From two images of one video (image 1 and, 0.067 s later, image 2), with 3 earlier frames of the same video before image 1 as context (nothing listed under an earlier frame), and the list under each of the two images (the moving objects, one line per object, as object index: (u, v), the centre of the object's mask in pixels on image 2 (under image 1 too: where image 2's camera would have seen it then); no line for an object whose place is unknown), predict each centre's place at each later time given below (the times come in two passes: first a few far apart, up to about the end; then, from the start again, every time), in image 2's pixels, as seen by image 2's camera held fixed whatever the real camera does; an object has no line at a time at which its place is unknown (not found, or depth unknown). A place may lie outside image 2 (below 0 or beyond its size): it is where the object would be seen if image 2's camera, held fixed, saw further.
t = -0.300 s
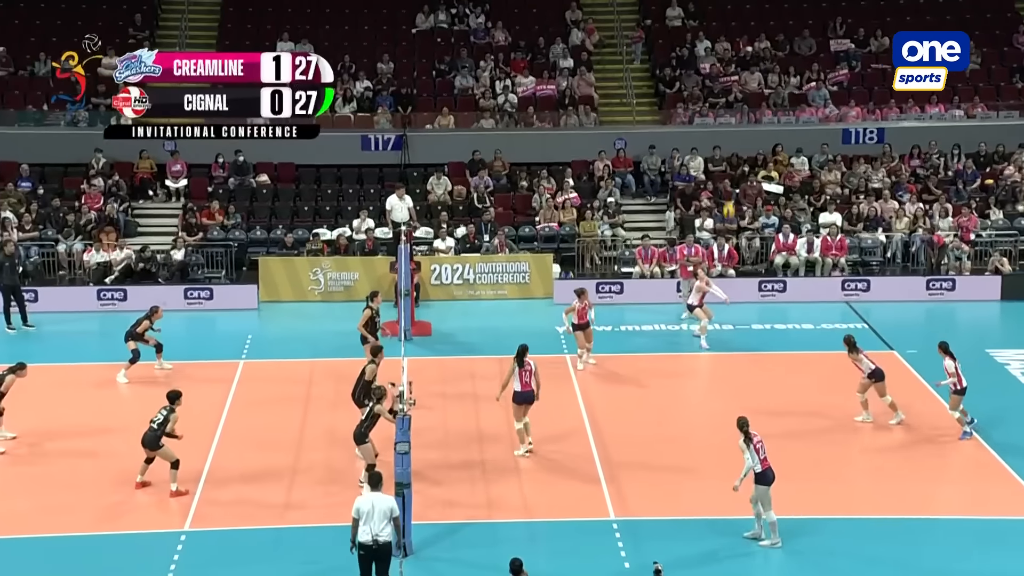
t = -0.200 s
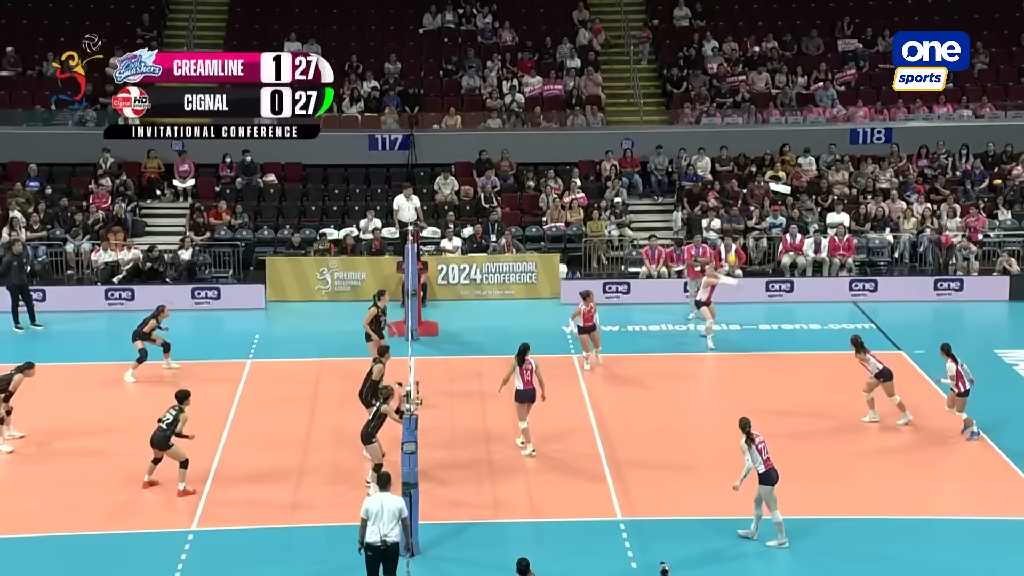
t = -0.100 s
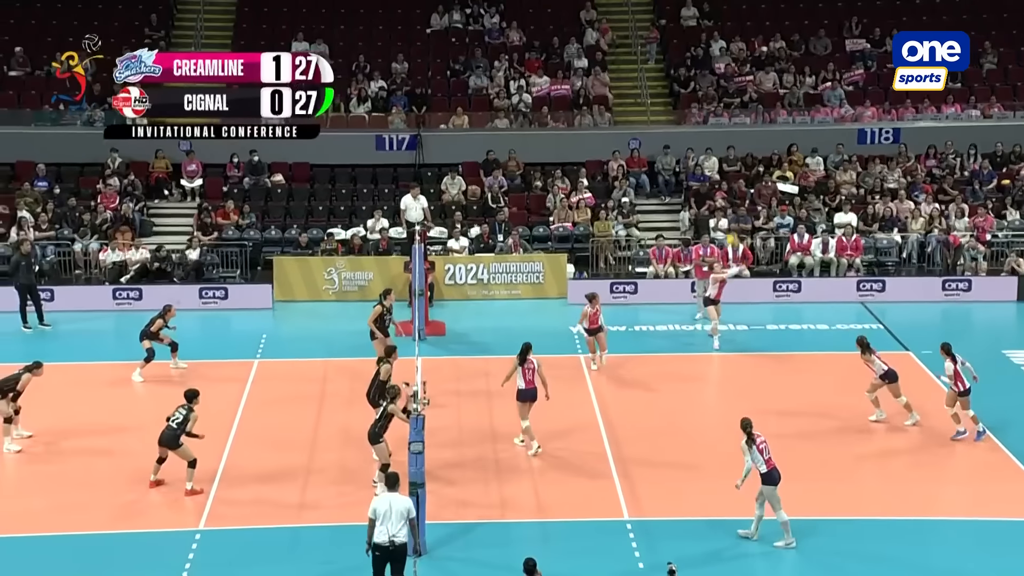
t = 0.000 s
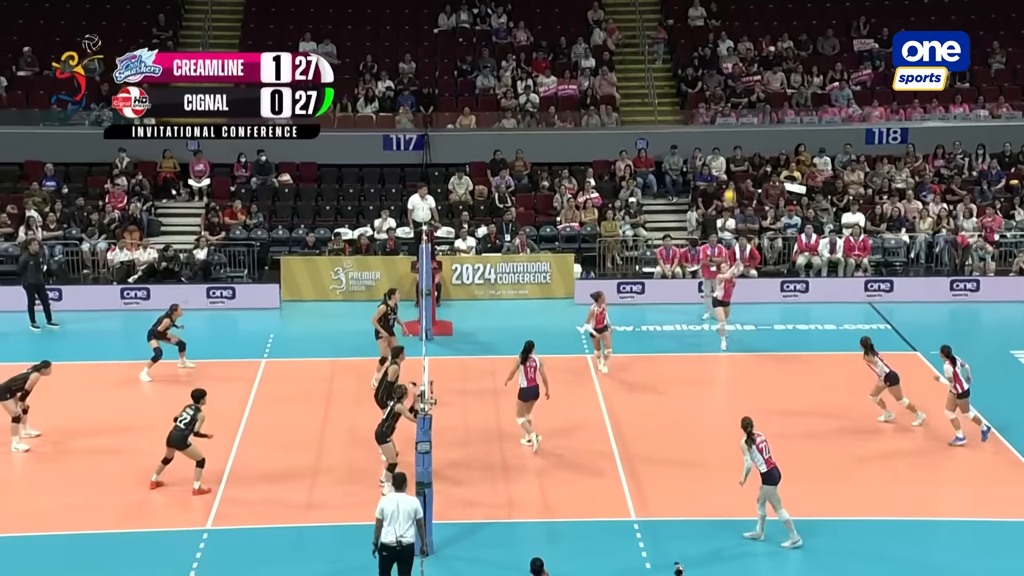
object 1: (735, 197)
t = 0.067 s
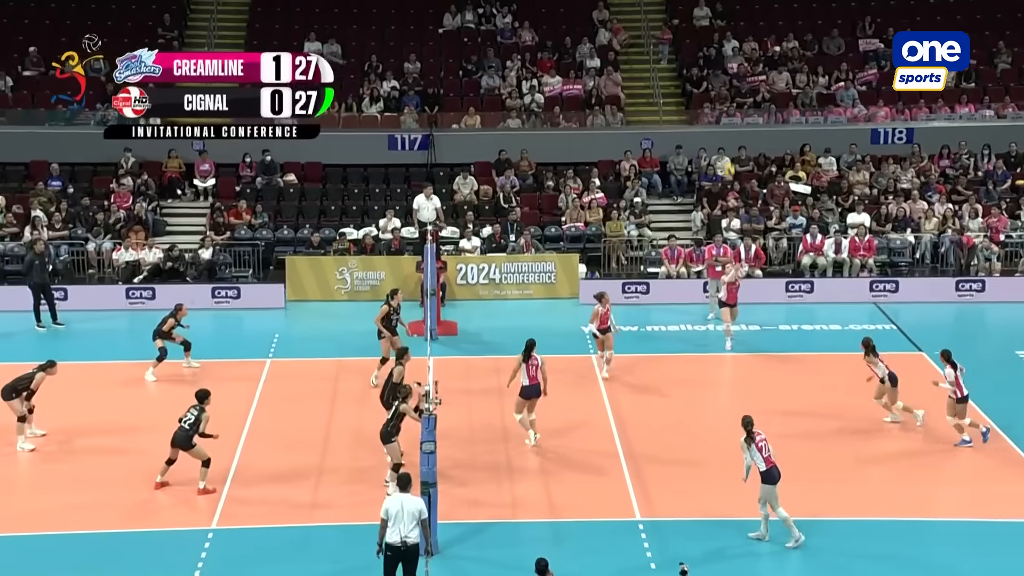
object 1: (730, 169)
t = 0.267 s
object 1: (710, 100)
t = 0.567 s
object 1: (680, 34)
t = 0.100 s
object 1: (725, 155)
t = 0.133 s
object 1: (723, 144)
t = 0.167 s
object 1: (720, 132)
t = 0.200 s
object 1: (716, 121)
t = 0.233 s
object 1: (713, 110)
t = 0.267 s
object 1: (710, 100)
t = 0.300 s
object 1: (707, 90)
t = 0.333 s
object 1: (704, 82)
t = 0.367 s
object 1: (701, 73)
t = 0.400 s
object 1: (697, 65)
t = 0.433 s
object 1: (694, 57)
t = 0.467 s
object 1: (690, 50)
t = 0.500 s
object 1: (687, 45)
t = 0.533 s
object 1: (684, 39)
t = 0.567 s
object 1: (680, 34)
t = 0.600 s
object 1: (677, 30)
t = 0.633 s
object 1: (673, 26)
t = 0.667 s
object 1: (669, 24)
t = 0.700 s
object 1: (666, 22)
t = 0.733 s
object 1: (662, 21)
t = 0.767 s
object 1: (658, 20)
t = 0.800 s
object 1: (654, 20)
